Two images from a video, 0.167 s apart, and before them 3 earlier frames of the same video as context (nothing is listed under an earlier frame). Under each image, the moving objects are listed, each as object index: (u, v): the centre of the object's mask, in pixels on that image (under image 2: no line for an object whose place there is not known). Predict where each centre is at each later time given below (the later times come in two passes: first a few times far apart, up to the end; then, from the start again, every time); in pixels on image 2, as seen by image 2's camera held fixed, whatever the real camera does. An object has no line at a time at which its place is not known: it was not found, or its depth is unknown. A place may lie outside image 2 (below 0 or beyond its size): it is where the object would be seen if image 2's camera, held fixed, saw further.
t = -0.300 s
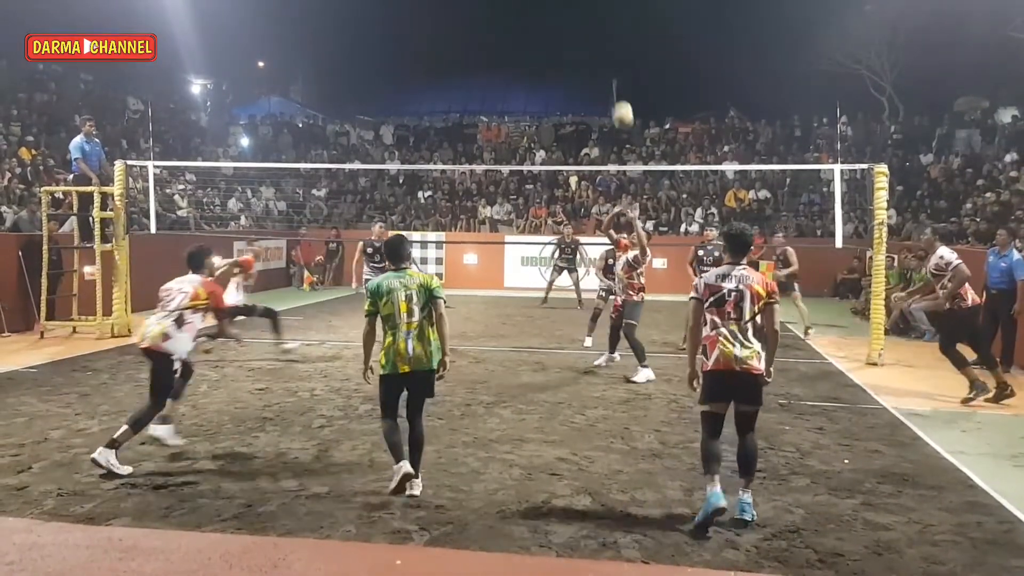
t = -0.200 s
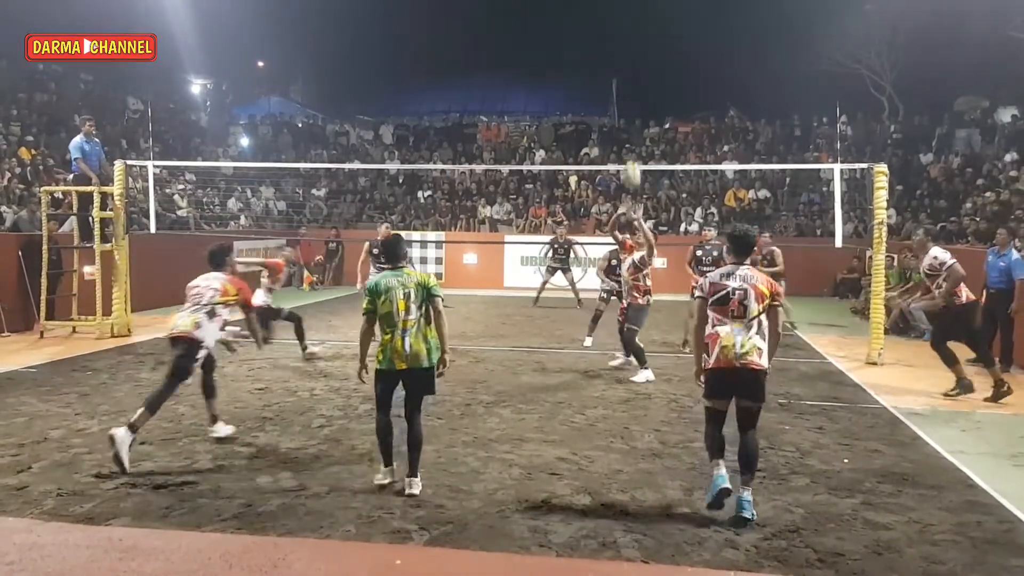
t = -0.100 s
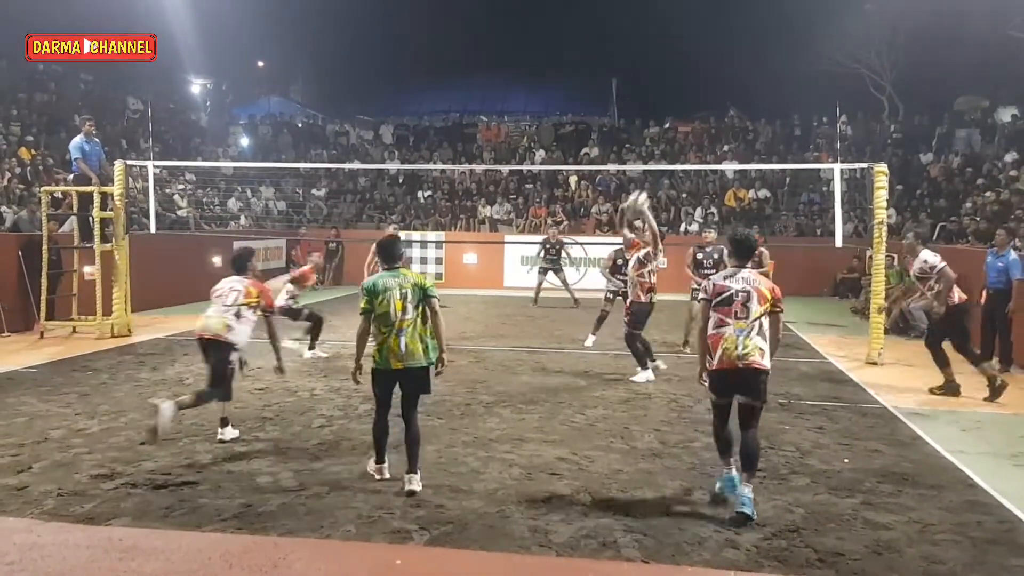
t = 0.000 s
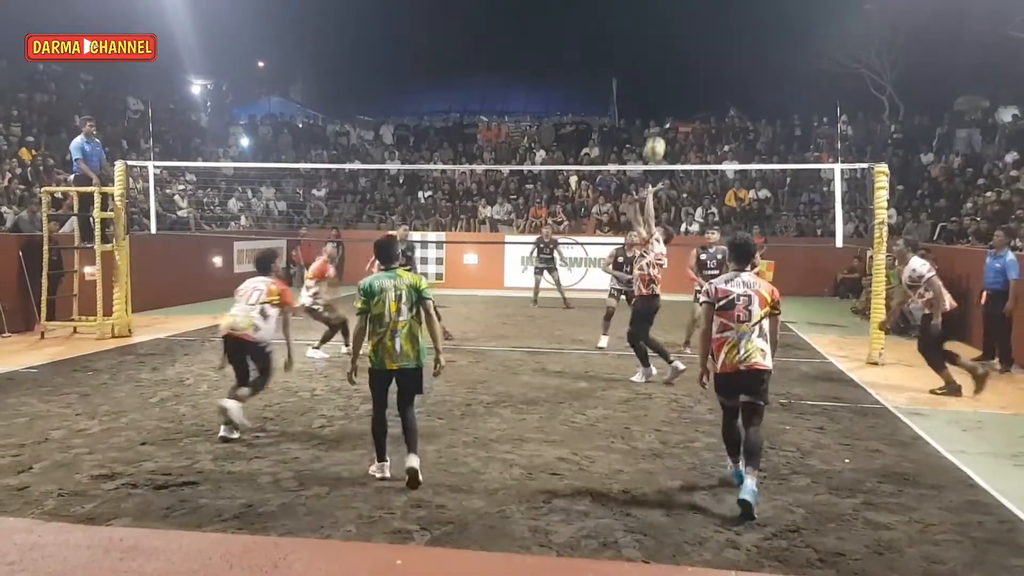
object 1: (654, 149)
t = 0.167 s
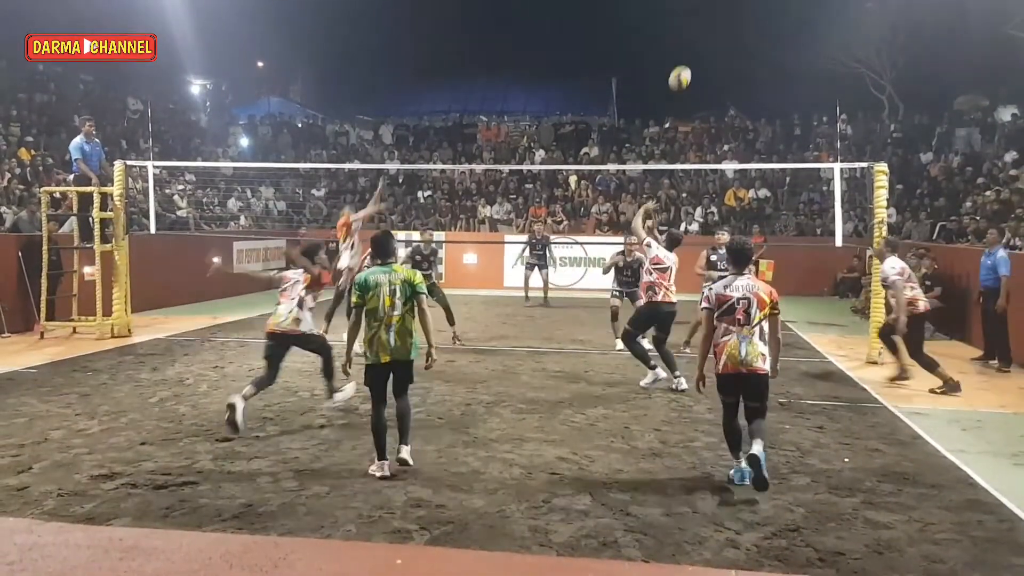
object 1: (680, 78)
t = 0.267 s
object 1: (695, 48)
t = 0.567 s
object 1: (737, 12)
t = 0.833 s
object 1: (772, 50)
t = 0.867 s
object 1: (776, 59)
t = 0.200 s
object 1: (685, 67)
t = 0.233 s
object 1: (690, 57)
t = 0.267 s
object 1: (695, 48)
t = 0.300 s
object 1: (700, 39)
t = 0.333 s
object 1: (705, 32)
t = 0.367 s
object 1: (710, 27)
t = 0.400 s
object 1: (714, 22)
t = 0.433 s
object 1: (719, 18)
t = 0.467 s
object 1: (724, 15)
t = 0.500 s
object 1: (728, 13)
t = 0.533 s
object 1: (733, 12)
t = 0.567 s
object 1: (737, 12)
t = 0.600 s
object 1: (742, 14)
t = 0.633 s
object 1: (747, 16)
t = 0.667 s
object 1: (751, 19)
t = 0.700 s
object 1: (755, 23)
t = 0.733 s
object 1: (760, 29)
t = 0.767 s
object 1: (764, 35)
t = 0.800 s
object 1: (768, 42)
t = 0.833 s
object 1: (772, 50)
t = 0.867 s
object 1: (776, 59)
